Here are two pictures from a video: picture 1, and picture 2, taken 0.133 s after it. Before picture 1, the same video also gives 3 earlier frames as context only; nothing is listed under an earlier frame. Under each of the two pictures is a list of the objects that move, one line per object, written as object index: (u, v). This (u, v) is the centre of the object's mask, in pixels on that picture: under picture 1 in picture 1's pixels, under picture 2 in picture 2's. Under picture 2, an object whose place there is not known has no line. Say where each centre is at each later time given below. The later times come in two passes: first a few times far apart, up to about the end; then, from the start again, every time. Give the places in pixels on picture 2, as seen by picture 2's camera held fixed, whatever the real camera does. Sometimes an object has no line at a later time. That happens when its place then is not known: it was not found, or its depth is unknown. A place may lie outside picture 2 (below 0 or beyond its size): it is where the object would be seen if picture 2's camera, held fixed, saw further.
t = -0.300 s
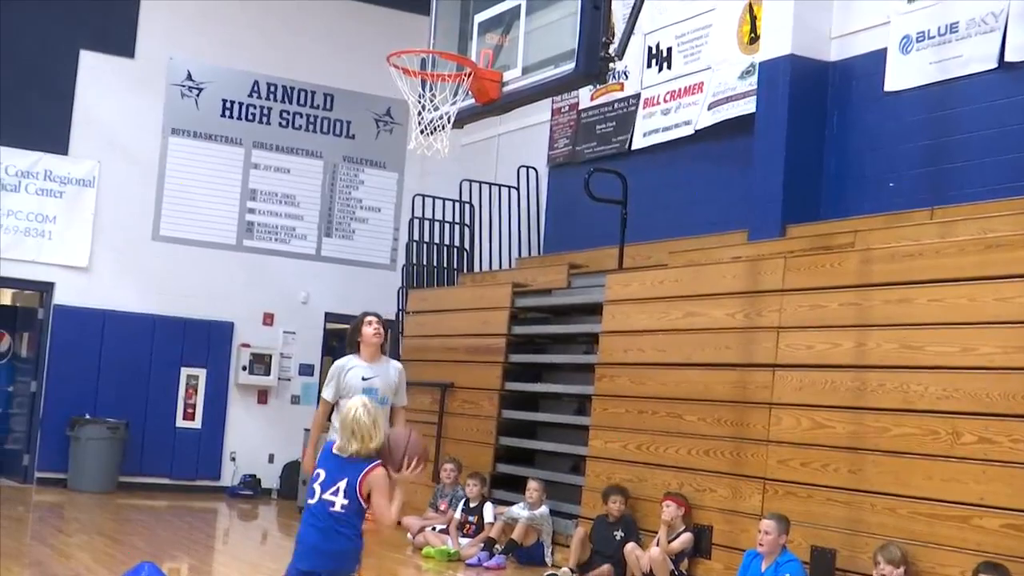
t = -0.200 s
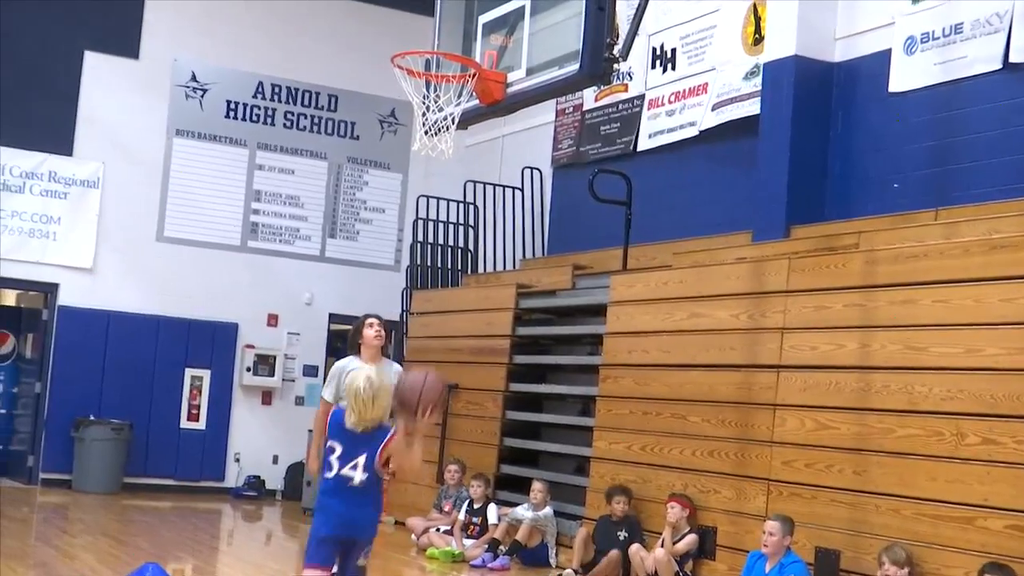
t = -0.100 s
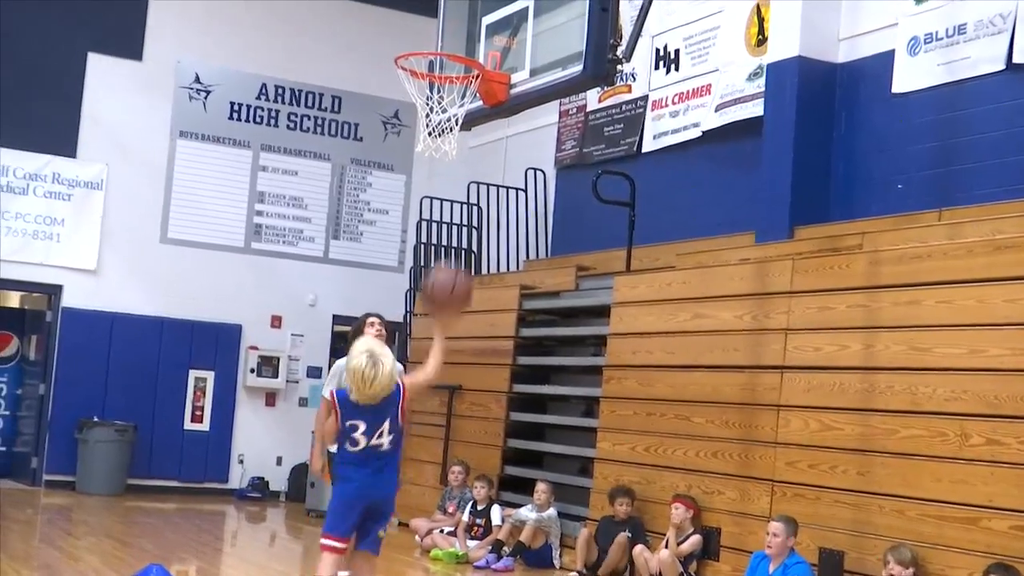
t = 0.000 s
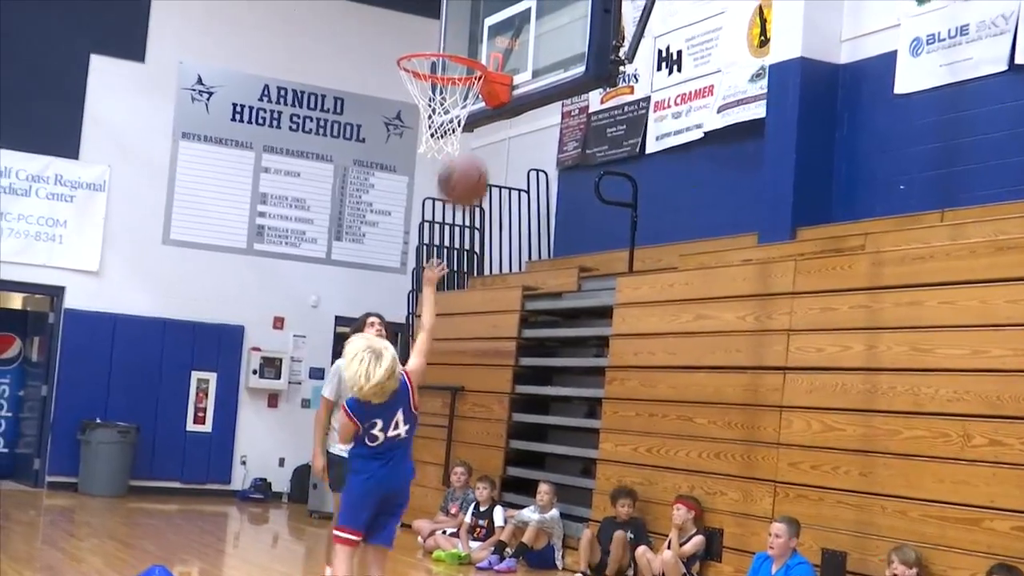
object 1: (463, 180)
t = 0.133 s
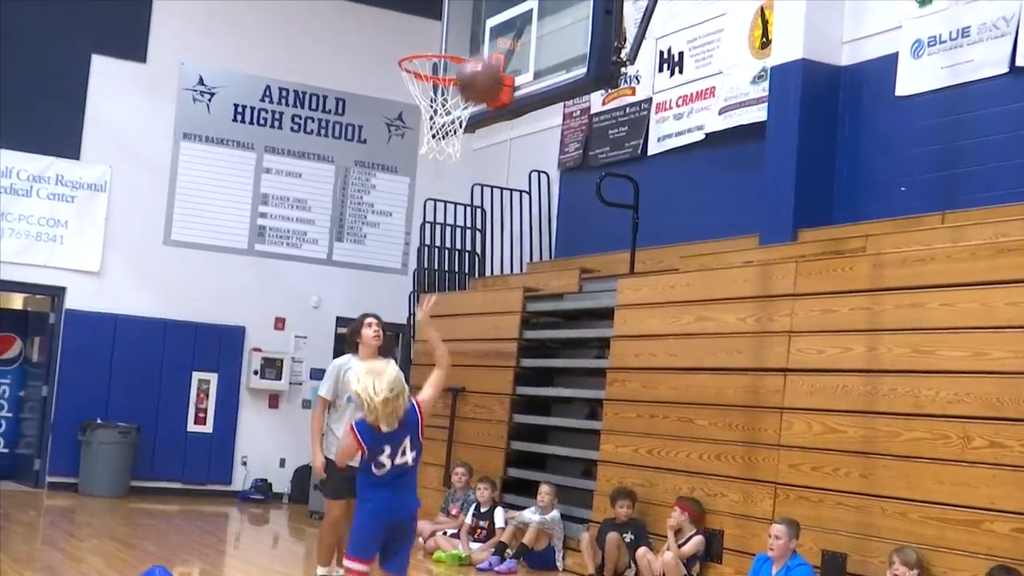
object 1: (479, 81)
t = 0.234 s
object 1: (488, 32)
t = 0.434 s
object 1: (500, 6)
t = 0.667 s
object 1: (496, 41)
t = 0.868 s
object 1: (450, 40)
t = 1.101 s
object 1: (444, 79)
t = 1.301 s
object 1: (471, 140)
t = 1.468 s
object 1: (476, 213)
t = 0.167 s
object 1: (483, 61)
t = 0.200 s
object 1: (485, 46)
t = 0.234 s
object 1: (488, 32)
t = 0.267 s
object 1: (491, 21)
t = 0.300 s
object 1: (493, 16)
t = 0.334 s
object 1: (495, 12)
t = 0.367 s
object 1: (497, 8)
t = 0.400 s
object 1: (499, 8)
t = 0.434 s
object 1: (500, 6)
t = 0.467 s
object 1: (501, 7)
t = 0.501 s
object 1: (502, 8)
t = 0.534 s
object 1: (503, 10)
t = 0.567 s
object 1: (504, 15)
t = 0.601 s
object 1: (505, 24)
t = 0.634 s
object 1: (504, 34)
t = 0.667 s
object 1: (496, 41)
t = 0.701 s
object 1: (490, 48)
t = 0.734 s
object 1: (481, 46)
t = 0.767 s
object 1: (474, 42)
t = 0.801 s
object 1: (466, 40)
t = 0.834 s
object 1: (460, 40)
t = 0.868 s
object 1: (450, 40)
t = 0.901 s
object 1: (443, 41)
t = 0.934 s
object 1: (435, 44)
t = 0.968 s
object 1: (425, 59)
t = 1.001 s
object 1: (423, 64)
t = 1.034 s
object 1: (428, 67)
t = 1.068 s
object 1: (435, 73)
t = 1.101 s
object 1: (444, 79)
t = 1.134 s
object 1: (450, 86)
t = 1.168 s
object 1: (457, 97)
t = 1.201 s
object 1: (460, 112)
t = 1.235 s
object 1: (467, 122)
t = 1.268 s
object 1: (468, 128)
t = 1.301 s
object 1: (471, 140)
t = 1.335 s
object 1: (471, 148)
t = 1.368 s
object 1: (472, 161)
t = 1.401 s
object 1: (474, 176)
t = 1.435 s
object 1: (475, 193)
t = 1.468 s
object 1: (476, 213)
